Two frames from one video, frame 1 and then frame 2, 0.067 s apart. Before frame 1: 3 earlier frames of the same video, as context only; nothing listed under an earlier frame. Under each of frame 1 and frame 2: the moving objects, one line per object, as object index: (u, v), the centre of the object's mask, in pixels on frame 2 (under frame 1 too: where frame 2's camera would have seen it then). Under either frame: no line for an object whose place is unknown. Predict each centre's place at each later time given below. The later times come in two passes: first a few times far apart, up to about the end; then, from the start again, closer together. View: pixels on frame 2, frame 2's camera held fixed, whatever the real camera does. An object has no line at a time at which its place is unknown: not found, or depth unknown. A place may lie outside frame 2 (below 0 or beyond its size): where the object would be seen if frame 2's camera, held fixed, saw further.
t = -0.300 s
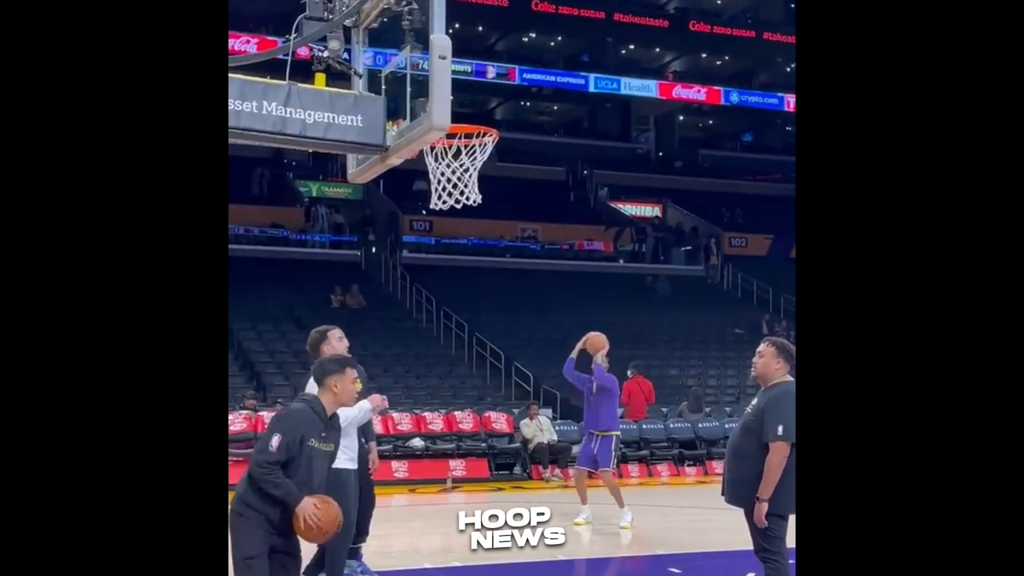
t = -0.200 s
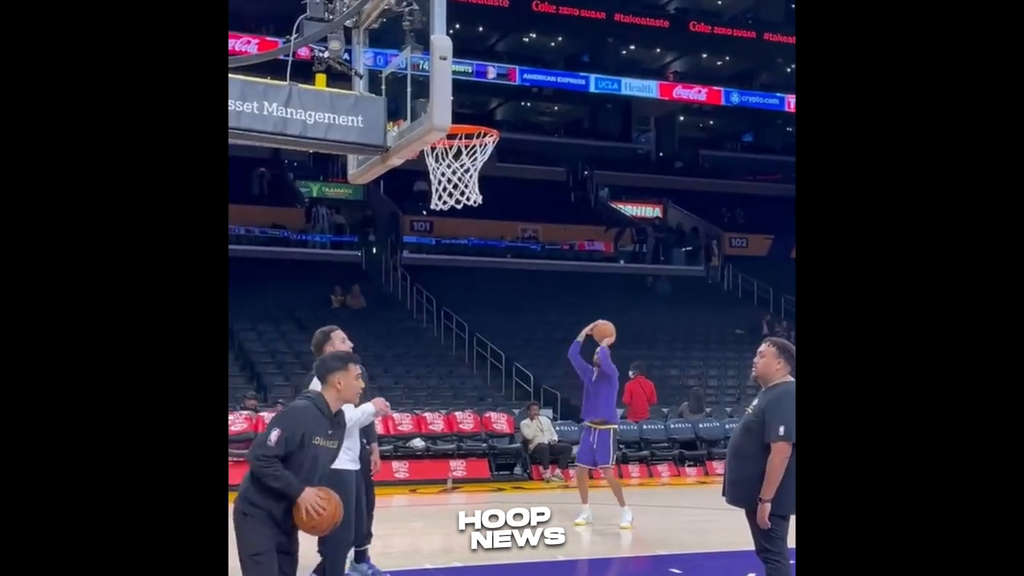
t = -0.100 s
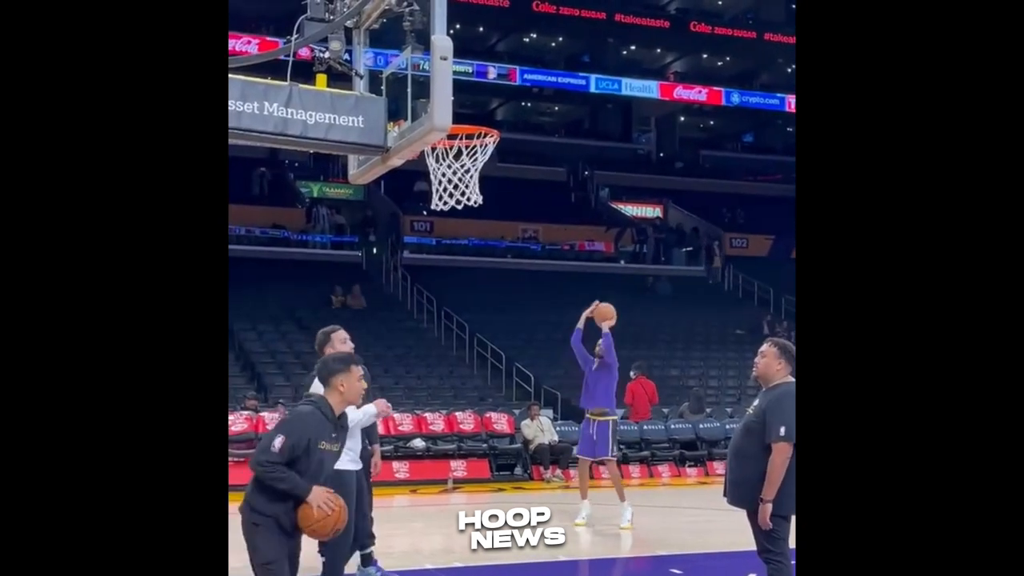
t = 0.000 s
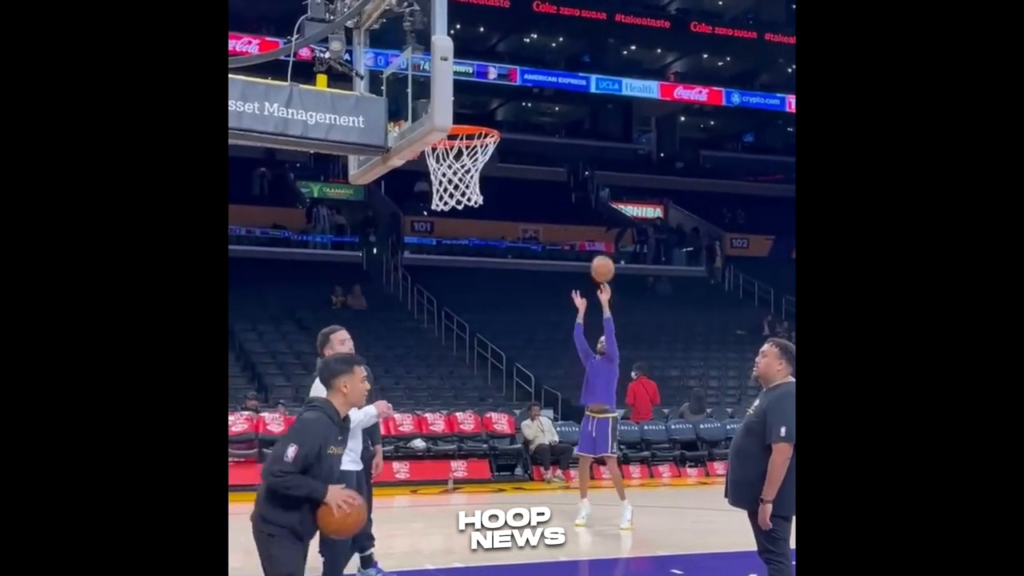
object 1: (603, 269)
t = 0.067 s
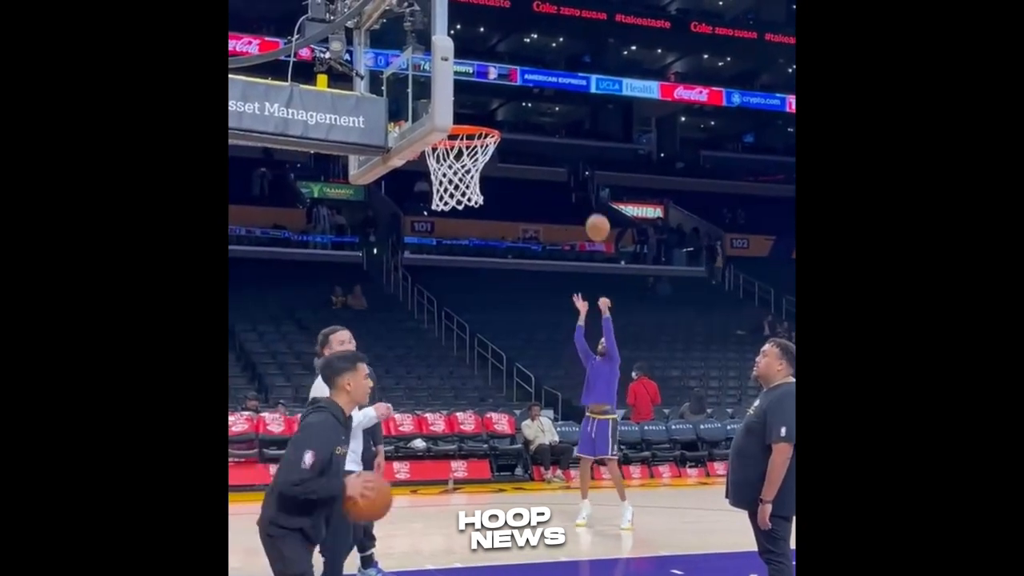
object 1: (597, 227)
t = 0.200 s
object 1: (587, 152)
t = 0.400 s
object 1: (568, 62)
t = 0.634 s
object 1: (543, 7)
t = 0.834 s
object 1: (517, 6)
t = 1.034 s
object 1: (486, 51)
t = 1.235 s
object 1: (445, 181)
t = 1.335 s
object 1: (440, 239)
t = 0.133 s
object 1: (592, 189)
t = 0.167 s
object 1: (590, 170)
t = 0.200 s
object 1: (587, 152)
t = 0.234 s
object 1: (584, 135)
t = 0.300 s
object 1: (578, 104)
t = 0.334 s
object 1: (575, 90)
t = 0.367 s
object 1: (571, 75)
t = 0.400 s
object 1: (568, 62)
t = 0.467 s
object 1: (561, 39)
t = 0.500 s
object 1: (558, 29)
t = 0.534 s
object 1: (554, 21)
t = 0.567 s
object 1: (551, 14)
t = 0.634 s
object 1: (543, 7)
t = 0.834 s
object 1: (517, 6)
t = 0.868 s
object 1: (512, 9)
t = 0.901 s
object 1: (507, 12)
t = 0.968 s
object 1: (496, 27)
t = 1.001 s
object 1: (491, 39)
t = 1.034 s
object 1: (486, 51)
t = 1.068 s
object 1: (480, 68)
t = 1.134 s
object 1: (469, 106)
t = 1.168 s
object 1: (465, 118)
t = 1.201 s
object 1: (452, 157)
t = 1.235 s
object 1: (445, 181)
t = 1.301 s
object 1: (442, 217)
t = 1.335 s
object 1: (440, 239)
